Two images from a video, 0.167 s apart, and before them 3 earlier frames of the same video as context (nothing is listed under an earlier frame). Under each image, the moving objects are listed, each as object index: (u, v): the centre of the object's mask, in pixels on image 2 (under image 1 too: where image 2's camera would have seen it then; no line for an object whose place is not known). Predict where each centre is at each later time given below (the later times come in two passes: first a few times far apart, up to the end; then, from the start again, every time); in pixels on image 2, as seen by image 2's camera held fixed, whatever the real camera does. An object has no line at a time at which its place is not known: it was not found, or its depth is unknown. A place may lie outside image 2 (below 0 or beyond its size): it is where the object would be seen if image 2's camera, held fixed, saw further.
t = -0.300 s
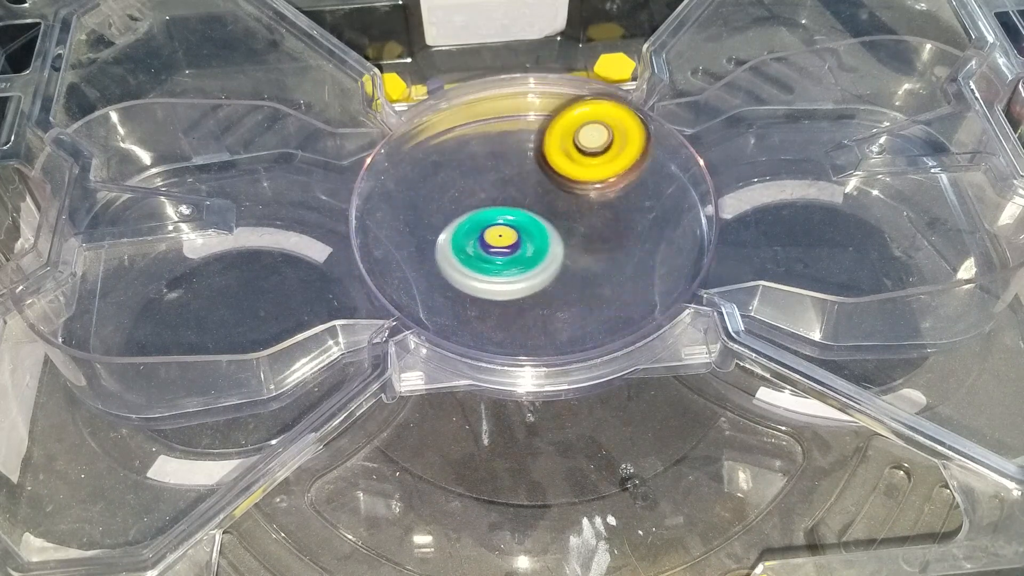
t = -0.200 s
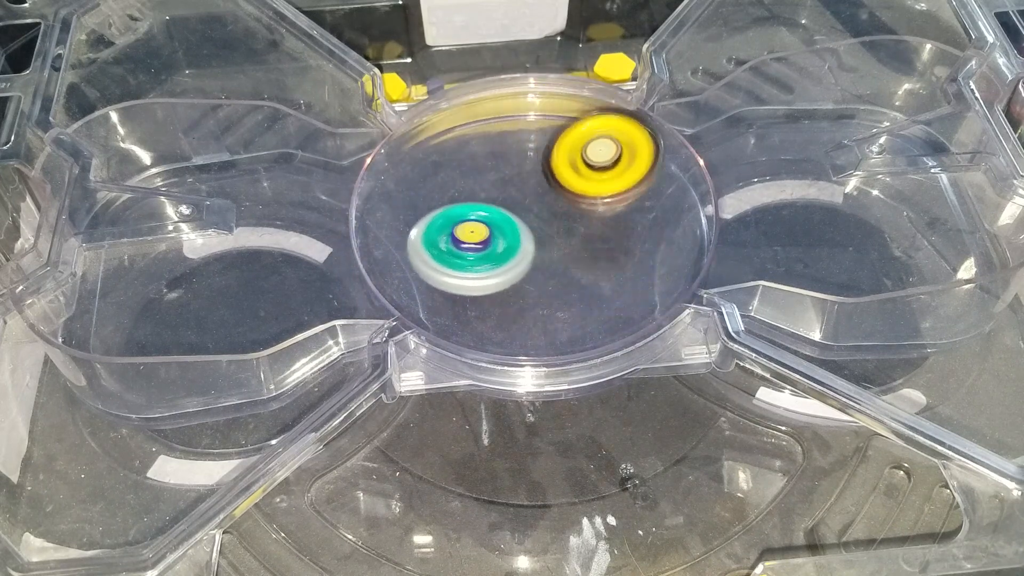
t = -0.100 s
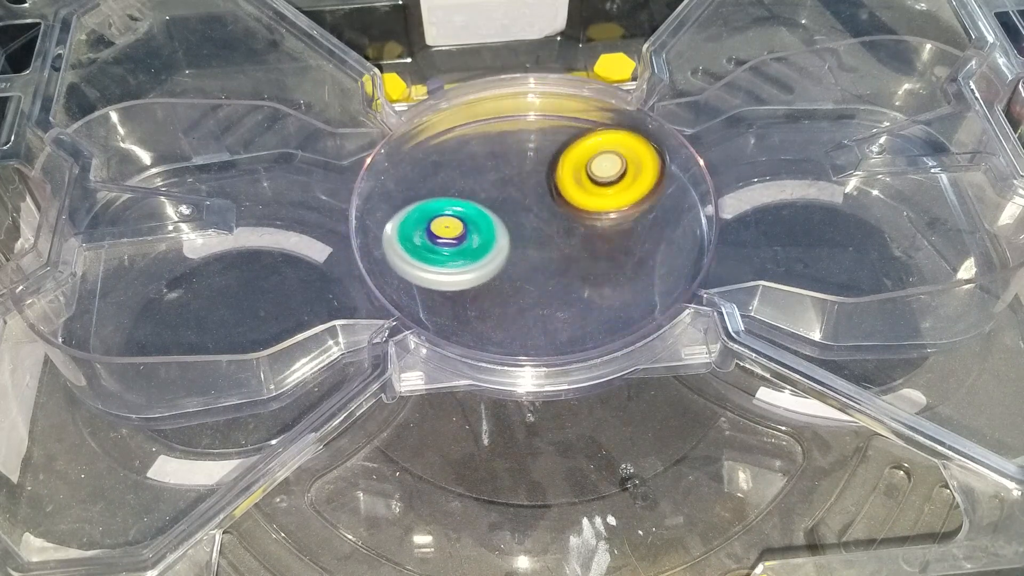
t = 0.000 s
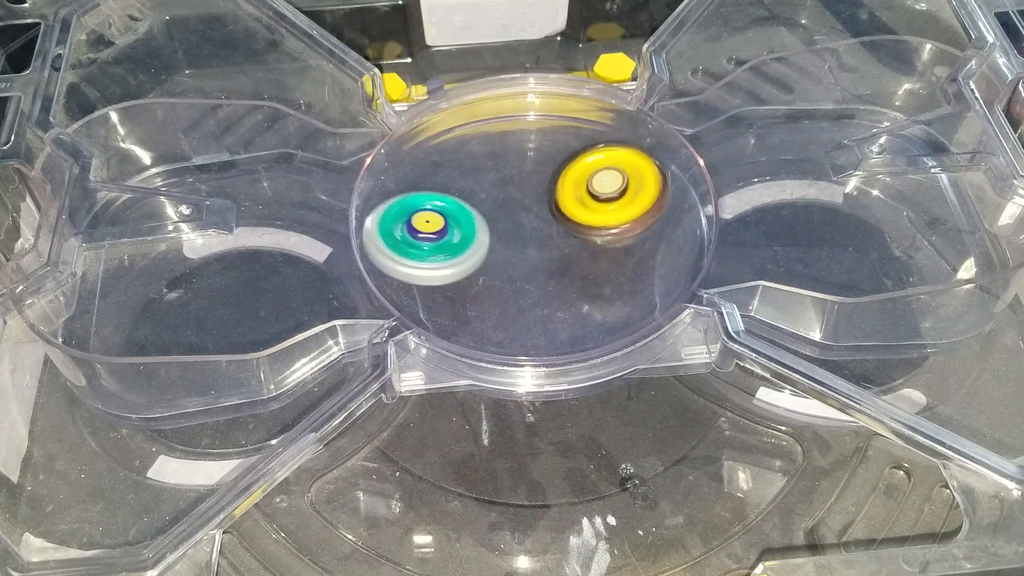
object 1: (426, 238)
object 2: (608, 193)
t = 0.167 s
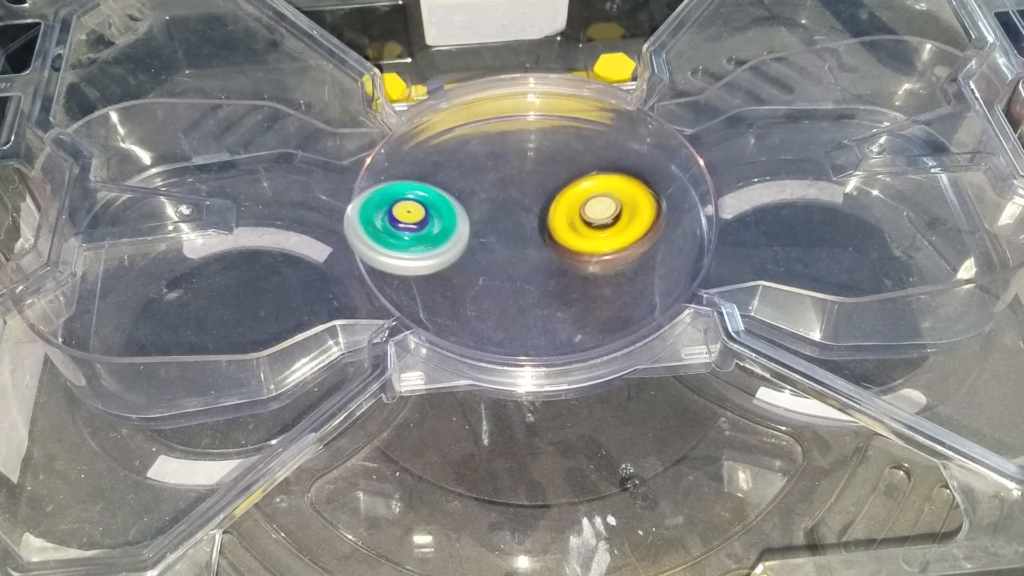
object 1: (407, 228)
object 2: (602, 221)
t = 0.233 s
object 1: (404, 223)
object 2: (595, 231)
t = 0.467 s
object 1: (407, 204)
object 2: (563, 260)
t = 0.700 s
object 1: (426, 181)
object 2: (522, 276)
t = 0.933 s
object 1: (456, 156)
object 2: (476, 274)
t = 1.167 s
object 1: (490, 133)
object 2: (438, 257)
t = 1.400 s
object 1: (523, 125)
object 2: (420, 230)
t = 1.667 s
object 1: (554, 133)
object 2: (423, 192)
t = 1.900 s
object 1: (572, 151)
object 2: (445, 158)
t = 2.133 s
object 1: (636, 172)
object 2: (471, 189)
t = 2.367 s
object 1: (613, 189)
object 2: (482, 206)
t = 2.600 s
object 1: (623, 242)
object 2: (504, 179)
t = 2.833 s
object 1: (605, 276)
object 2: (527, 157)
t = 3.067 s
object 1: (561, 297)
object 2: (544, 148)
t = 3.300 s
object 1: (500, 299)
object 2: (560, 154)
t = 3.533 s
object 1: (439, 281)
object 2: (568, 172)
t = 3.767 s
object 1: (399, 249)
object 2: (563, 195)
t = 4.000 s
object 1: (390, 211)
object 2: (547, 219)
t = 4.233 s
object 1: (403, 172)
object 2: (521, 235)
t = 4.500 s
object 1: (444, 133)
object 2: (486, 242)
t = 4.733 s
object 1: (497, 104)
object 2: (458, 233)
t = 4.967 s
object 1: (541, 98)
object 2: (442, 215)
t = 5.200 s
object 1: (578, 113)
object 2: (446, 192)
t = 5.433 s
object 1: (603, 144)
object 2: (462, 169)
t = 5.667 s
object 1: (611, 187)
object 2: (483, 152)
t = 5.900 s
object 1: (597, 240)
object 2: (508, 148)
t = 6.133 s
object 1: (563, 281)
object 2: (531, 157)
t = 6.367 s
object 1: (515, 298)
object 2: (547, 175)
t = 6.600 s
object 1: (461, 293)
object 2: (556, 197)
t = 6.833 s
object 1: (423, 269)
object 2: (553, 214)
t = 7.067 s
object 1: (404, 231)
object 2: (539, 228)
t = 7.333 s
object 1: (405, 178)
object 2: (519, 233)
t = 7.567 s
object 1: (430, 140)
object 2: (499, 228)
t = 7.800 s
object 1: (471, 115)
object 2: (482, 214)
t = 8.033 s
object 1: (520, 107)
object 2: (474, 199)
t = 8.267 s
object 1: (563, 118)
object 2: (478, 182)
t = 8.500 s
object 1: (634, 183)
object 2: (456, 279)
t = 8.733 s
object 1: (686, 181)
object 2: (482, 269)
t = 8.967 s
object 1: (644, 191)
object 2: (490, 237)
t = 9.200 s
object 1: (669, 243)
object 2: (426, 174)
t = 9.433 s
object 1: (532, 226)
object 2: (427, 160)
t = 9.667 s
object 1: (451, 296)
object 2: (447, 146)
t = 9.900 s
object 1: (476, 281)
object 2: (483, 140)
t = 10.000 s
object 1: (447, 271)
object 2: (502, 143)
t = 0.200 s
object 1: (405, 226)
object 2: (599, 225)
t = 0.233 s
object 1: (404, 223)
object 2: (595, 231)
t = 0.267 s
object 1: (403, 221)
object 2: (592, 235)
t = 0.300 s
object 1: (402, 218)
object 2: (587, 240)
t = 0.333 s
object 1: (402, 215)
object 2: (583, 245)
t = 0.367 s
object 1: (403, 213)
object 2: (578, 249)
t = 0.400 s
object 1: (404, 210)
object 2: (574, 252)
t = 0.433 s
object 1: (405, 207)
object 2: (567, 257)
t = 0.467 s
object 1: (407, 204)
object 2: (563, 260)
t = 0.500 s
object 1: (408, 201)
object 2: (557, 264)
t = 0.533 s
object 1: (410, 198)
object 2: (551, 267)
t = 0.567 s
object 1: (413, 195)
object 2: (545, 269)
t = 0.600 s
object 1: (415, 192)
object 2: (540, 271)
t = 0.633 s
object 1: (419, 188)
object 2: (534, 273)
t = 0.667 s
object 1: (422, 185)
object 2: (529, 275)
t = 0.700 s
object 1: (426, 181)
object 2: (522, 276)
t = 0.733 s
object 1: (429, 178)
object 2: (516, 277)
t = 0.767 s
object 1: (433, 175)
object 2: (509, 277)
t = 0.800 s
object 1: (437, 171)
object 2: (502, 277)
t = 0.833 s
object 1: (442, 167)
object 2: (495, 277)
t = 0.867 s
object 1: (446, 163)
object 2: (489, 276)
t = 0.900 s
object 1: (451, 159)
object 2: (483, 275)
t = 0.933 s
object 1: (456, 156)
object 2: (476, 274)
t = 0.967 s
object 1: (461, 152)
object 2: (470, 272)
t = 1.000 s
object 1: (465, 148)
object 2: (464, 270)
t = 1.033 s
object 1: (470, 145)
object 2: (458, 267)
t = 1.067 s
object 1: (475, 141)
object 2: (453, 266)
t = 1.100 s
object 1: (480, 139)
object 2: (447, 263)
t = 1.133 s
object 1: (485, 136)
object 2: (443, 260)
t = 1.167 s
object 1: (490, 133)
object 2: (438, 257)
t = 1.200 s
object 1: (496, 131)
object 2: (435, 254)
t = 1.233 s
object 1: (500, 130)
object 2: (431, 251)
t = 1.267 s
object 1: (505, 128)
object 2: (428, 247)
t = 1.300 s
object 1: (509, 127)
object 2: (426, 243)
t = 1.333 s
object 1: (514, 126)
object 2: (423, 239)
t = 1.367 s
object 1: (519, 125)
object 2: (421, 234)
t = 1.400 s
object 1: (523, 125)
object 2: (420, 230)
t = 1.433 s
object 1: (527, 125)
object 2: (419, 225)
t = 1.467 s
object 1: (532, 125)
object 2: (418, 221)
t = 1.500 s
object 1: (537, 126)
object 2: (417, 216)
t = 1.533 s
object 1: (540, 126)
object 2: (418, 211)
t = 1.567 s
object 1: (544, 127)
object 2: (419, 207)
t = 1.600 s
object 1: (547, 129)
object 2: (420, 202)
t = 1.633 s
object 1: (551, 130)
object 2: (421, 196)
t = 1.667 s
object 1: (554, 133)
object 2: (423, 192)
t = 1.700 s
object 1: (556, 135)
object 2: (425, 186)
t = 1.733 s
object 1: (559, 137)
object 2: (428, 181)
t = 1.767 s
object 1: (562, 139)
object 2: (430, 177)
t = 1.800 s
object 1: (564, 142)
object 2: (434, 172)
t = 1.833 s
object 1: (567, 145)
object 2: (438, 167)
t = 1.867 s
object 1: (569, 148)
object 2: (441, 162)
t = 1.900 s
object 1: (572, 151)
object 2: (445, 158)
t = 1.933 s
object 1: (574, 155)
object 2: (449, 154)
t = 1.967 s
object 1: (587, 160)
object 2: (447, 150)
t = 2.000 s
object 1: (639, 166)
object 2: (402, 137)
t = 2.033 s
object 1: (680, 170)
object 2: (396, 139)
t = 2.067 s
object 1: (706, 172)
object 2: (424, 160)
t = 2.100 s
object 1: (672, 170)
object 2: (449, 177)
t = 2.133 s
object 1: (636, 172)
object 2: (471, 189)
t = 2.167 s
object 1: (608, 170)
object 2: (488, 200)
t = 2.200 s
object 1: (604, 165)
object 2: (481, 210)
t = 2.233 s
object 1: (603, 164)
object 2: (478, 216)
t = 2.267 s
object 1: (604, 166)
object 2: (475, 216)
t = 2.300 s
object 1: (606, 173)
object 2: (476, 214)
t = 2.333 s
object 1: (610, 181)
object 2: (479, 210)
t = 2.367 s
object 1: (613, 189)
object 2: (482, 206)
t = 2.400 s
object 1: (616, 197)
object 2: (485, 202)
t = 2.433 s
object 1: (619, 205)
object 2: (486, 197)
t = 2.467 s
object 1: (620, 213)
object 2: (489, 194)
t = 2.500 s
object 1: (622, 220)
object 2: (493, 189)
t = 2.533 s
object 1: (622, 228)
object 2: (497, 186)
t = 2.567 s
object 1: (623, 235)
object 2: (501, 183)
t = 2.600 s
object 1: (623, 242)
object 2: (504, 179)
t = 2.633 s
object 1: (622, 248)
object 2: (507, 176)
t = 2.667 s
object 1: (621, 254)
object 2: (510, 172)
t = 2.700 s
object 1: (619, 259)
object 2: (514, 169)
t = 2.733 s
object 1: (616, 263)
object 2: (519, 165)
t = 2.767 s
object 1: (613, 268)
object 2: (522, 163)
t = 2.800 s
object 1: (609, 272)
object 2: (525, 160)
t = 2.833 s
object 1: (605, 276)
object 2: (527, 157)
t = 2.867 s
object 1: (600, 280)
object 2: (529, 156)
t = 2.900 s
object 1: (595, 284)
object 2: (532, 154)
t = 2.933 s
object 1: (589, 287)
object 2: (535, 152)
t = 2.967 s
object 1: (582, 290)
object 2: (538, 149)
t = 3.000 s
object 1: (575, 293)
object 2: (539, 147)
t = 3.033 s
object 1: (568, 295)
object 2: (542, 147)
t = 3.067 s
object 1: (561, 297)
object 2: (544, 148)
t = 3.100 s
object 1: (553, 299)
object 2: (547, 148)
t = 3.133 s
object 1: (545, 300)
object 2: (550, 148)
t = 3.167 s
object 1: (536, 301)
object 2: (551, 147)
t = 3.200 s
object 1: (528, 301)
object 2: (554, 149)
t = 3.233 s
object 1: (518, 301)
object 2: (556, 150)
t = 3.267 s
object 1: (509, 300)
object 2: (558, 152)
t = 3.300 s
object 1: (500, 299)
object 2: (560, 154)
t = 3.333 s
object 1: (490, 298)
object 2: (562, 155)
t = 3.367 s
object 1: (481, 296)
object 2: (564, 158)
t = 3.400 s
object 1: (472, 294)
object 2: (565, 160)
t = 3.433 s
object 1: (464, 292)
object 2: (566, 162)
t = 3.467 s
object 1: (455, 289)
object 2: (568, 166)
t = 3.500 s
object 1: (447, 285)
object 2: (569, 169)
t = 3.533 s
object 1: (439, 281)
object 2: (568, 172)
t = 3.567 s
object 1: (432, 277)
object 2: (568, 175)
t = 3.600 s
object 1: (425, 273)
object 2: (568, 178)
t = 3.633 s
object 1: (419, 269)
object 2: (568, 182)
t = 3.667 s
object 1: (413, 264)
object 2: (568, 186)
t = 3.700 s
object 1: (408, 259)
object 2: (567, 189)
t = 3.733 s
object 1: (403, 254)
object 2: (565, 192)
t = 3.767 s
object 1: (399, 249)
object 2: (563, 195)
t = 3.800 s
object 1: (396, 244)
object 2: (563, 200)
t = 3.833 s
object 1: (394, 239)
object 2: (561, 203)
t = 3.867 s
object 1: (392, 233)
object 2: (559, 206)
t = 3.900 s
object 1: (390, 228)
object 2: (556, 209)
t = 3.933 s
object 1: (389, 222)
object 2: (553, 213)
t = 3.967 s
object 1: (389, 217)
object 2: (551, 216)
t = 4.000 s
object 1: (390, 211)
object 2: (547, 219)
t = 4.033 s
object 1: (390, 205)
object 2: (544, 221)
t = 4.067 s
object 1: (391, 199)
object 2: (540, 224)
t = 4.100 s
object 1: (393, 194)
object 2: (537, 227)
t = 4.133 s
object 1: (395, 188)
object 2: (534, 230)
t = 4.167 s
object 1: (397, 183)
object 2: (529, 232)
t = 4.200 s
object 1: (400, 178)
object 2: (524, 234)
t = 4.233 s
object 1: (403, 172)
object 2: (521, 235)
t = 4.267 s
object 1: (407, 167)
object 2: (517, 238)
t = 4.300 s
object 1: (411, 162)
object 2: (513, 238)
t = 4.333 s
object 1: (416, 156)
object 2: (507, 239)
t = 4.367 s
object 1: (421, 151)
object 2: (503, 240)
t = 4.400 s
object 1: (426, 147)
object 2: (499, 241)
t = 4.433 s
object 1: (431, 142)
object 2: (494, 241)
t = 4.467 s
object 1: (437, 138)
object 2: (489, 241)
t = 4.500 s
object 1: (444, 133)
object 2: (486, 242)
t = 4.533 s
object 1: (451, 128)
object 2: (482, 242)
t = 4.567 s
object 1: (459, 124)
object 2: (478, 240)
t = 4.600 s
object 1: (467, 119)
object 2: (473, 239)
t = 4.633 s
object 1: (474, 115)
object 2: (469, 238)
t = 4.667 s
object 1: (482, 111)
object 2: (466, 237)
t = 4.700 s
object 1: (490, 107)
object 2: (461, 235)
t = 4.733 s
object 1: (497, 104)
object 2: (458, 233)
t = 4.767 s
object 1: (504, 102)
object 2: (455, 232)
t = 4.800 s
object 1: (510, 100)
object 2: (452, 229)
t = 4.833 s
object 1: (517, 99)
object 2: (449, 227)
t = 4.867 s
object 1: (523, 98)
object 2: (447, 224)
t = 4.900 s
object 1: (530, 98)
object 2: (446, 222)
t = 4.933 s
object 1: (536, 98)
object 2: (444, 219)
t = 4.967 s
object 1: (541, 98)
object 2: (442, 215)
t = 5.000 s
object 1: (547, 99)
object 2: (443, 213)
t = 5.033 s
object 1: (553, 100)
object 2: (442, 209)
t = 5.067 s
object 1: (558, 102)
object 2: (442, 205)
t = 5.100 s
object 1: (563, 104)
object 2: (443, 202)
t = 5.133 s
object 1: (568, 107)
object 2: (444, 199)
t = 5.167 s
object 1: (573, 110)
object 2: (444, 195)
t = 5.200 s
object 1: (578, 113)
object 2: (446, 192)
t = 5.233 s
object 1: (582, 117)
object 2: (448, 188)
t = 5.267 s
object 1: (586, 120)
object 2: (450, 185)
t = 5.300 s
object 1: (590, 124)
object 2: (452, 181)
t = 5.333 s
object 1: (594, 129)
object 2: (455, 178)
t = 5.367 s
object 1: (598, 133)
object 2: (455, 174)
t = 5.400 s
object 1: (601, 138)
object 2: (458, 172)
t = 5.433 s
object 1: (603, 144)
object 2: (462, 169)
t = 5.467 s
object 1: (606, 149)
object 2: (464, 165)
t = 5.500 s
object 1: (608, 155)
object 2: (466, 162)
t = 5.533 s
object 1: (609, 161)
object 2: (470, 160)
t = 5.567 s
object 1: (611, 167)
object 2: (472, 157)
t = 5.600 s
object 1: (611, 174)
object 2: (476, 155)
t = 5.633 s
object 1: (611, 181)
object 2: (481, 154)
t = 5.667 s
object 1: (611, 187)
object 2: (483, 152)
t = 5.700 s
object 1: (610, 195)
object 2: (486, 150)
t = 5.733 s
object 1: (610, 202)
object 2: (492, 149)
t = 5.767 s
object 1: (608, 210)
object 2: (494, 148)
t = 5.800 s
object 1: (606, 217)
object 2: (498, 147)
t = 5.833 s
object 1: (604, 225)
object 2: (502, 147)
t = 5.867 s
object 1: (601, 232)
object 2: (505, 148)
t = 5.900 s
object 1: (597, 240)
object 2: (508, 148)
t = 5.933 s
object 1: (594, 246)
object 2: (512, 148)
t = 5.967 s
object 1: (589, 253)
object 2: (514, 149)
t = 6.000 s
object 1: (585, 259)
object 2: (518, 151)
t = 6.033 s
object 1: (580, 265)
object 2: (522, 153)
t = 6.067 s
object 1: (575, 271)
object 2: (524, 154)
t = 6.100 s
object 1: (569, 276)
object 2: (527, 155)
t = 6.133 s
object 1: (563, 281)
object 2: (531, 157)
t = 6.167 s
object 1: (557, 285)
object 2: (533, 159)
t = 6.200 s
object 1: (551, 289)
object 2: (535, 162)
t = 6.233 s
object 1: (544, 292)
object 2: (539, 165)
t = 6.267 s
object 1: (537, 294)
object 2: (540, 167)
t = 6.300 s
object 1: (530, 295)
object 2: (543, 169)
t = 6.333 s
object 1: (522, 297)
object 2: (546, 173)
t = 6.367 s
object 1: (515, 298)
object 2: (547, 175)
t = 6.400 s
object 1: (507, 299)
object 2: (549, 177)
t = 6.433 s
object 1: (499, 299)
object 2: (552, 181)
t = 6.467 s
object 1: (491, 299)
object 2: (552, 183)
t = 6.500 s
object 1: (484, 298)
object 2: (553, 186)
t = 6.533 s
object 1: (476, 297)
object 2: (556, 190)
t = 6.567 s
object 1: (469, 295)
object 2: (555, 193)
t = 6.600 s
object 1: (461, 293)
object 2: (556, 197)
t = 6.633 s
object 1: (454, 291)
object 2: (557, 200)
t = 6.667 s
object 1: (448, 288)
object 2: (555, 203)
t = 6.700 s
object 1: (443, 285)
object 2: (556, 205)
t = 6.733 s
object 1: (438, 281)
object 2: (556, 207)
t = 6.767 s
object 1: (433, 277)
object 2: (555, 210)
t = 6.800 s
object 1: (428, 273)
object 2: (555, 213)
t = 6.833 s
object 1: (423, 269)
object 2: (553, 214)
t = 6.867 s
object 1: (419, 264)
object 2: (551, 217)
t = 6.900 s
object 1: (416, 259)
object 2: (551, 220)
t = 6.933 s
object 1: (413, 254)
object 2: (548, 221)
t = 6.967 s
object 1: (410, 248)
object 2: (546, 223)
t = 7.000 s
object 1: (407, 242)
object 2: (543, 225)
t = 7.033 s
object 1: (405, 237)
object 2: (541, 226)
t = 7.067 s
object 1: (404, 231)
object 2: (539, 228)
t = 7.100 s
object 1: (403, 225)
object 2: (535, 228)
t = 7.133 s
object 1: (403, 219)
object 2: (532, 229)
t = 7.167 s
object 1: (403, 212)
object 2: (530, 230)
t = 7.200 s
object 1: (404, 206)
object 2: (526, 230)
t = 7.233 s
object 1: (402, 198)
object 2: (526, 232)
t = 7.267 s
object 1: (402, 191)
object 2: (524, 232)
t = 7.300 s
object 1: (403, 185)
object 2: (522, 233)
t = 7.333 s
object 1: (405, 178)
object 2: (519, 233)
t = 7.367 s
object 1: (407, 173)
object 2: (517, 232)
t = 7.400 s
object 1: (410, 167)
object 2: (514, 232)
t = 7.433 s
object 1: (413, 161)
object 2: (511, 232)
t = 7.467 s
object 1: (417, 156)
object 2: (509, 231)
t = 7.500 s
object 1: (421, 150)
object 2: (505, 230)
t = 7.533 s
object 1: (425, 145)
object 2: (502, 228)
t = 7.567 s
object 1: (430, 140)
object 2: (499, 228)
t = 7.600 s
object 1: (435, 135)
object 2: (496, 226)
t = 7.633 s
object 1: (441, 131)
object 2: (494, 225)
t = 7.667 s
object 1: (446, 127)
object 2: (491, 222)
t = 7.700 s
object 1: (452, 124)
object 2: (489, 220)
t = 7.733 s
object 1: (458, 120)
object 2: (486, 218)
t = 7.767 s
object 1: (464, 117)
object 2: (484, 216)
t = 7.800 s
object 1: (471, 115)
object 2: (482, 214)
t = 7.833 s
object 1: (478, 113)
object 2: (481, 213)
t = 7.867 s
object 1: (485, 111)
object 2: (480, 210)
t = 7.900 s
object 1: (492, 110)
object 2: (478, 208)
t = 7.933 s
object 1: (499, 108)
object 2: (477, 206)
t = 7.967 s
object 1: (506, 108)
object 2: (475, 203)
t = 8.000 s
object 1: (513, 107)
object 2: (475, 201)
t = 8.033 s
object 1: (520, 107)
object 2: (474, 199)
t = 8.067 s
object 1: (527, 108)
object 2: (475, 197)
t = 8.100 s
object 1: (533, 108)
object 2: (474, 194)
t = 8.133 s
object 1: (540, 109)
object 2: (475, 192)
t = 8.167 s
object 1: (546, 111)
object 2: (475, 189)
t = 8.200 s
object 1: (552, 113)
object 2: (476, 187)
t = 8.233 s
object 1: (558, 115)
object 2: (477, 185)
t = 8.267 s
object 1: (563, 118)
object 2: (478, 182)
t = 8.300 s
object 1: (604, 99)
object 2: (434, 203)
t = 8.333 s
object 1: (630, 89)
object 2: (374, 229)
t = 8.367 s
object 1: (625, 119)
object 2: (381, 234)
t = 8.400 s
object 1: (623, 141)
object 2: (398, 252)
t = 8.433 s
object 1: (623, 159)
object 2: (422, 266)
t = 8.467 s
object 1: (627, 173)
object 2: (440, 274)
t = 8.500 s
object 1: (634, 183)
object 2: (456, 279)
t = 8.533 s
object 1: (646, 191)
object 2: (467, 280)
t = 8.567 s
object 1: (662, 196)
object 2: (475, 281)
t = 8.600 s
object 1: (681, 200)
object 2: (477, 280)
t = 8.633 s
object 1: (699, 201)
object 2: (479, 279)
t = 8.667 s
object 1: (704, 190)
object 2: (480, 275)
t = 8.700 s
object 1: (697, 189)
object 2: (481, 274)
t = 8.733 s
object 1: (686, 181)
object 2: (482, 269)
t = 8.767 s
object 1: (675, 176)
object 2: (484, 266)
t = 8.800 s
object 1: (666, 173)
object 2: (484, 261)
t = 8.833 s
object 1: (659, 172)
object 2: (486, 259)
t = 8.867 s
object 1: (654, 174)
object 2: (487, 253)
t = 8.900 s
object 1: (650, 177)
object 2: (488, 249)
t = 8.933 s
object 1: (647, 183)
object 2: (489, 243)
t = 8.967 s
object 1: (644, 191)
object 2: (490, 237)
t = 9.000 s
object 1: (641, 198)
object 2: (492, 233)
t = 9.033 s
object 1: (638, 206)
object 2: (493, 228)
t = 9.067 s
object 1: (635, 214)
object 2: (496, 223)
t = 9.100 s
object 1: (630, 222)
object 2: (497, 217)
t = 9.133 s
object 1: (625, 230)
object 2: (498, 211)
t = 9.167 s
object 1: (667, 248)
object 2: (462, 191)
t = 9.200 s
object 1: (669, 243)
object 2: (426, 174)
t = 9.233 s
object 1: (645, 231)
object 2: (397, 160)
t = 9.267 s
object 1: (622, 219)
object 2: (376, 146)
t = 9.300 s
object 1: (602, 211)
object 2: (387, 147)
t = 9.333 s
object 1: (581, 208)
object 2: (400, 149)
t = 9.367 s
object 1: (563, 210)
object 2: (412, 155)
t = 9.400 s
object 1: (547, 216)
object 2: (421, 158)
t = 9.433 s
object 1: (532, 226)
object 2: (427, 160)
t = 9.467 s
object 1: (517, 238)
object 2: (431, 160)
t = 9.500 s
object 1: (505, 250)
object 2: (433, 158)
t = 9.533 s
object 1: (493, 262)
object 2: (434, 155)
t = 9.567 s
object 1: (480, 274)
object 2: (436, 153)
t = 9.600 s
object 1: (467, 284)
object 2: (439, 151)
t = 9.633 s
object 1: (455, 295)
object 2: (443, 149)
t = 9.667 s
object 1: (451, 296)
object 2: (447, 146)
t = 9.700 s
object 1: (458, 300)
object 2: (451, 145)
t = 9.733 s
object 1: (471, 299)
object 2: (456, 143)
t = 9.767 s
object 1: (483, 295)
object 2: (460, 142)
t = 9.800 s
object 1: (488, 290)
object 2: (465, 140)
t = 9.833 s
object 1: (489, 287)
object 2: (471, 140)
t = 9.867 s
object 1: (484, 284)
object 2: (476, 140)
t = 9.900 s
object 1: (476, 281)
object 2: (483, 140)
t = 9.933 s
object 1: (466, 278)
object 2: (490, 142)
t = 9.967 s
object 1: (457, 275)
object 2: (496, 142)
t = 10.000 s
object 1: (447, 271)
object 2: (502, 143)
